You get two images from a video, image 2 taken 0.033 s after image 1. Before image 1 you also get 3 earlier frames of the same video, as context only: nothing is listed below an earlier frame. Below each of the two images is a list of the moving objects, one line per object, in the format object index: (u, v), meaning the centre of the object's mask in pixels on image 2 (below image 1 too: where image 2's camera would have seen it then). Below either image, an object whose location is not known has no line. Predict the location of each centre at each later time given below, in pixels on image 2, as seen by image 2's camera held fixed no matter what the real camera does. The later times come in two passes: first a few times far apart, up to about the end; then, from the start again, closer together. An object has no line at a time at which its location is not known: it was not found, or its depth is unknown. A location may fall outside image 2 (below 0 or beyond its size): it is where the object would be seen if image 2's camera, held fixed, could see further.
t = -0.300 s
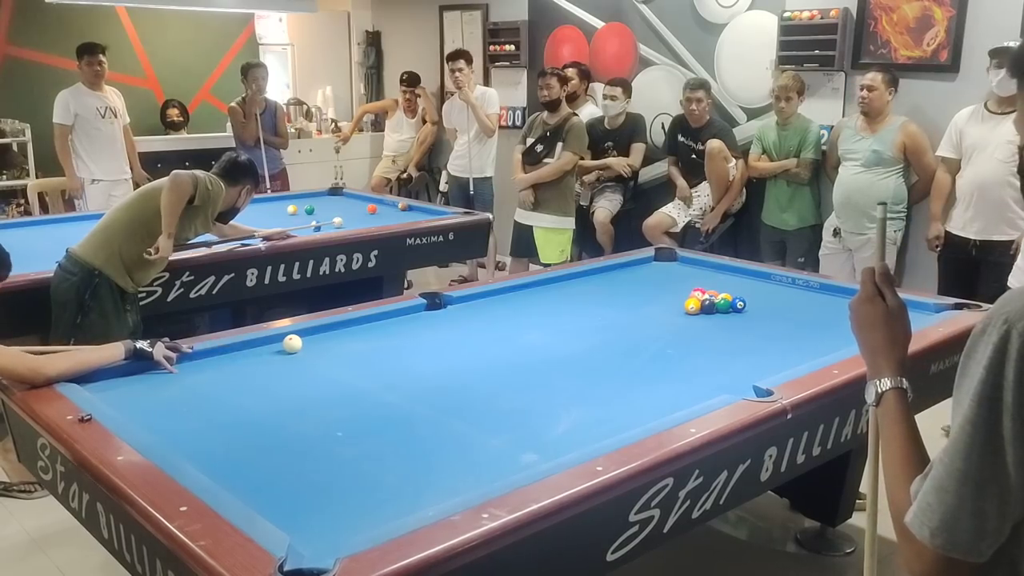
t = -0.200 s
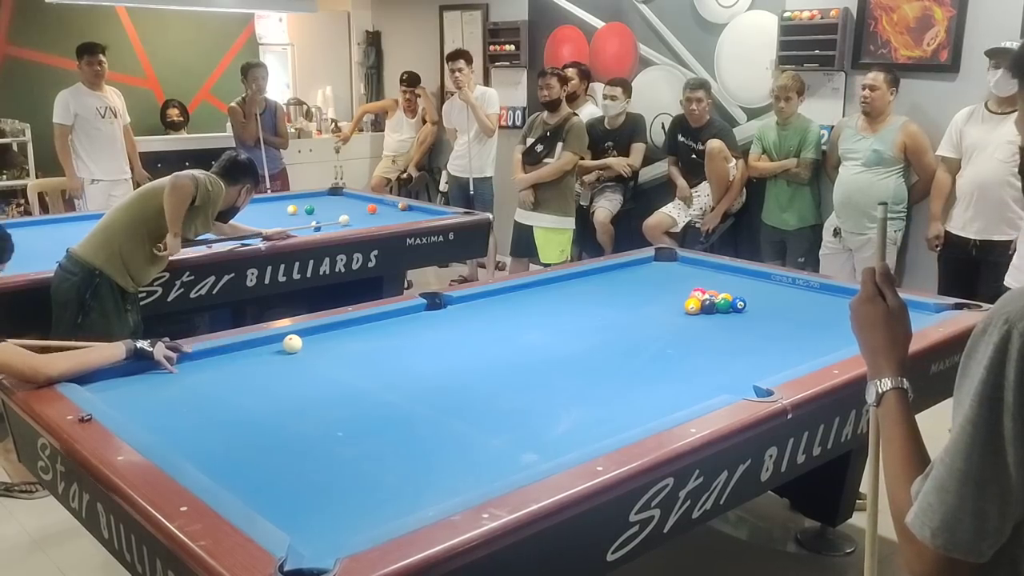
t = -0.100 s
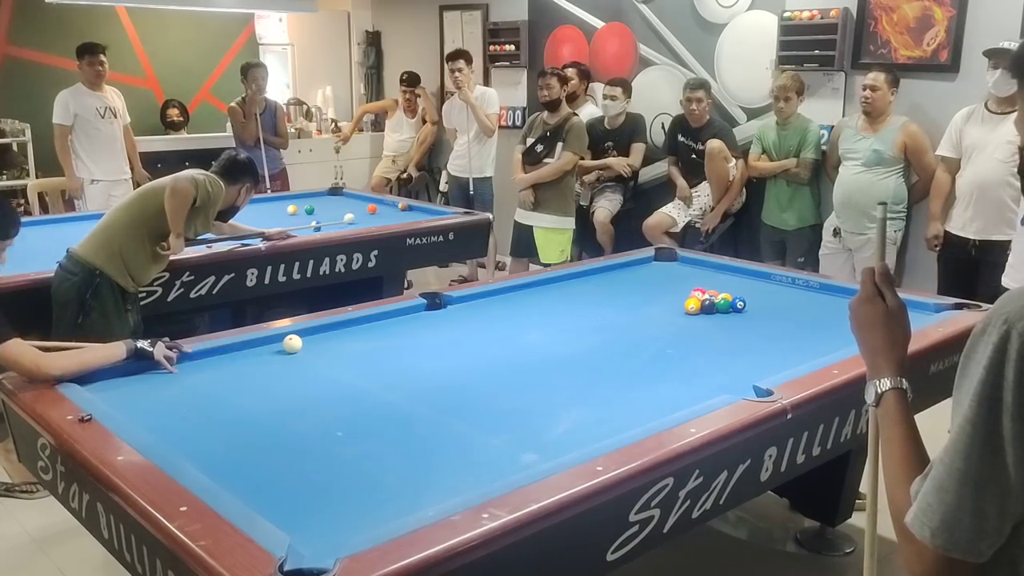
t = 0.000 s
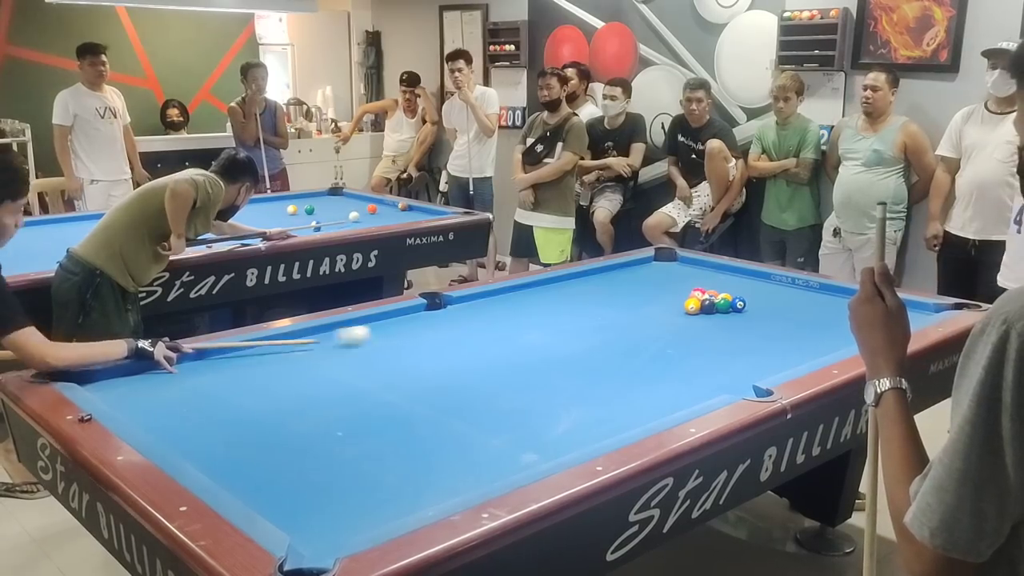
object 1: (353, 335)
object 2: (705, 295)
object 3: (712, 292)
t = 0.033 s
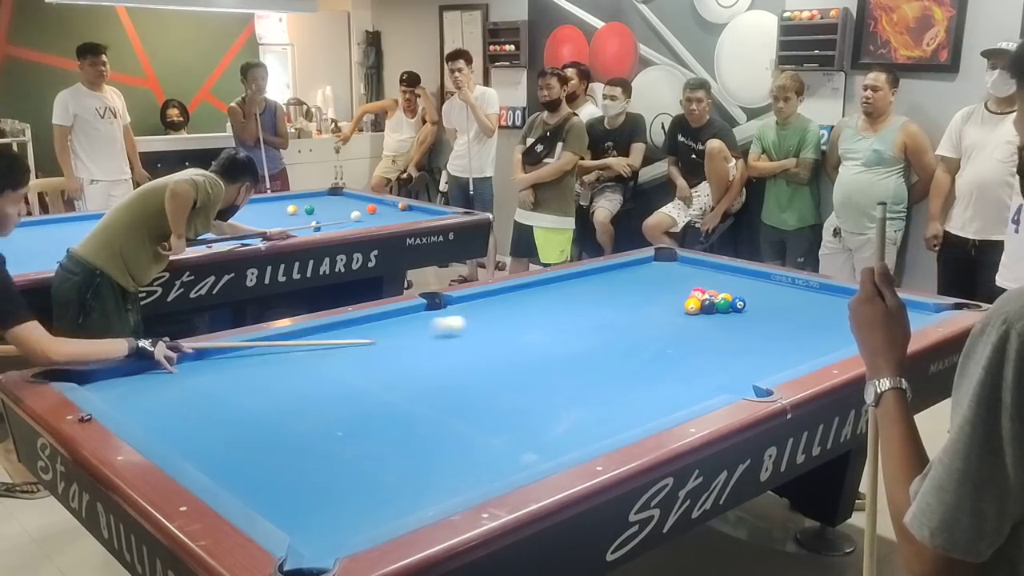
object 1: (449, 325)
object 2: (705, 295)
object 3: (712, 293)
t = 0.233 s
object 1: (661, 291)
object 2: (710, 278)
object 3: (711, 291)
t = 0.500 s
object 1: (623, 320)
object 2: (677, 269)
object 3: (712, 284)
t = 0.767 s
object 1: (608, 327)
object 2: (611, 274)
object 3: (713, 275)
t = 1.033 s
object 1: (595, 333)
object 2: (554, 281)
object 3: (713, 268)
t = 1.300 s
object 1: (582, 338)
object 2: (522, 293)
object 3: (704, 265)
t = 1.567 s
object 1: (570, 343)
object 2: (487, 307)
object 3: (688, 266)
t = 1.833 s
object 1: (559, 348)
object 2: (450, 321)
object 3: (673, 266)
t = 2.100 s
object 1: (548, 352)
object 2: (408, 338)
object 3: (659, 267)
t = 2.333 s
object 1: (540, 355)
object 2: (369, 352)
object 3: (649, 267)
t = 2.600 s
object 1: (532, 359)
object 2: (321, 371)
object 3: (638, 268)
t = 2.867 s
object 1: (525, 362)
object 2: (268, 391)
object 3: (629, 268)
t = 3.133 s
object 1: (519, 364)
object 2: (210, 414)
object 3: (622, 268)
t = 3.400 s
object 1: (514, 366)
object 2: (165, 434)
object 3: (615, 266)
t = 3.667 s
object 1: (511, 367)
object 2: (218, 431)
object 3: (608, 267)
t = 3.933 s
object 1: (510, 366)
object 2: (267, 428)
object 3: (605, 268)
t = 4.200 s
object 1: (509, 367)
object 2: (313, 426)
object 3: (604, 269)
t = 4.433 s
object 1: (510, 367)
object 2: (349, 424)
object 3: (604, 269)
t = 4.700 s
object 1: (509, 367)
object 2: (388, 422)
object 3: (604, 269)
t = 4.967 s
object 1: (509, 367)
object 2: (423, 420)
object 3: (604, 269)
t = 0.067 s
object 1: (538, 318)
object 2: (705, 295)
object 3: (712, 293)
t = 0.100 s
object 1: (622, 311)
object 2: (705, 295)
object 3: (712, 293)
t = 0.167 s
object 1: (672, 296)
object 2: (703, 288)
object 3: (712, 292)
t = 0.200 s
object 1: (666, 292)
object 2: (706, 282)
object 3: (711, 292)
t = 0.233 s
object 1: (661, 291)
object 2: (710, 278)
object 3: (711, 291)
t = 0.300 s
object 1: (649, 298)
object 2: (715, 270)
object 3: (712, 290)
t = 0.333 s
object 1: (643, 307)
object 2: (718, 267)
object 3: (712, 289)
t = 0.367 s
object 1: (637, 315)
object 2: (711, 267)
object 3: (712, 288)
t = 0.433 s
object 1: (630, 311)
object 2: (694, 268)
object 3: (712, 286)
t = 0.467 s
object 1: (626, 314)
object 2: (685, 268)
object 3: (712, 285)
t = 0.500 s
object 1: (623, 320)
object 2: (677, 269)
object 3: (712, 284)
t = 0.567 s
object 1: (618, 322)
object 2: (661, 270)
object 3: (712, 281)
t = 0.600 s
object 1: (617, 323)
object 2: (653, 271)
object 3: (712, 280)
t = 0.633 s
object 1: (615, 324)
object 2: (645, 271)
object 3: (712, 279)
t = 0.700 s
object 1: (611, 325)
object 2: (628, 273)
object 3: (713, 277)
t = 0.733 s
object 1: (610, 326)
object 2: (620, 273)
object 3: (713, 276)
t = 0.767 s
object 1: (608, 327)
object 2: (611, 274)
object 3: (713, 275)
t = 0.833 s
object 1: (605, 328)
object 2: (595, 275)
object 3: (713, 273)
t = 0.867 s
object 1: (603, 329)
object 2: (586, 276)
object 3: (713, 272)
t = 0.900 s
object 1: (601, 330)
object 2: (578, 277)
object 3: (713, 271)
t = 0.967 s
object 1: (598, 331)
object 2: (563, 279)
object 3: (713, 270)
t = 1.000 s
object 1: (597, 332)
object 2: (558, 280)
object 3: (713, 269)
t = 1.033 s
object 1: (595, 333)
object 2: (554, 281)
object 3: (713, 268)
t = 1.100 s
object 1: (592, 334)
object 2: (547, 284)
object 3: (714, 266)
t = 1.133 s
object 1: (590, 335)
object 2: (543, 286)
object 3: (714, 265)
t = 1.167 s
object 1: (588, 335)
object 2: (539, 287)
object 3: (712, 265)
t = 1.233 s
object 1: (585, 337)
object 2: (531, 290)
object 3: (708, 265)
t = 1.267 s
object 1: (584, 337)
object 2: (526, 292)
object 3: (706, 265)
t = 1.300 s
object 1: (582, 338)
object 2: (522, 293)
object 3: (704, 265)
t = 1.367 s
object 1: (579, 339)
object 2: (514, 297)
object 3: (700, 265)
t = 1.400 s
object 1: (577, 340)
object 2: (509, 298)
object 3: (698, 265)
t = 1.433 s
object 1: (576, 341)
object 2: (505, 300)
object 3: (696, 265)
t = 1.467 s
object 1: (575, 341)
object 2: (501, 302)
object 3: (694, 266)
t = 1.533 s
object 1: (571, 343)
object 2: (491, 306)
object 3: (690, 266)
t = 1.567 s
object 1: (570, 343)
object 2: (487, 307)
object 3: (688, 266)
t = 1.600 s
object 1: (568, 344)
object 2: (482, 309)
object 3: (686, 266)
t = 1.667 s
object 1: (565, 345)
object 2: (473, 313)
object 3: (682, 266)
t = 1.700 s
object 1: (564, 346)
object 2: (469, 314)
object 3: (680, 266)
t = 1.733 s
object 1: (563, 346)
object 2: (464, 316)
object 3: (678, 266)
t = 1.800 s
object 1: (561, 347)
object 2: (454, 320)
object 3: (674, 266)
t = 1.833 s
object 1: (559, 348)
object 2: (450, 321)
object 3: (673, 266)
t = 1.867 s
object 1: (557, 349)
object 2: (445, 323)
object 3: (671, 266)
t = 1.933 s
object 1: (555, 350)
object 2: (435, 327)
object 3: (668, 266)
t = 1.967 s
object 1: (553, 350)
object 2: (429, 330)
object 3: (666, 267)
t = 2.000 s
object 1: (552, 351)
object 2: (425, 331)
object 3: (664, 267)
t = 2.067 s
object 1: (549, 352)
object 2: (414, 335)
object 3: (661, 267)
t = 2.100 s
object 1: (548, 352)
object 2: (408, 338)
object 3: (659, 267)
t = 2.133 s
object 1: (547, 353)
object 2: (403, 339)
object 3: (658, 267)
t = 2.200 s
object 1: (545, 353)
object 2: (392, 344)
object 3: (655, 267)
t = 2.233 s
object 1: (543, 354)
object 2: (387, 346)
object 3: (653, 267)
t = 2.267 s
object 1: (542, 354)
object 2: (381, 348)
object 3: (652, 267)
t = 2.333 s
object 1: (540, 355)
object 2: (369, 352)
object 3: (649, 267)
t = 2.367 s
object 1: (539, 355)
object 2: (364, 354)
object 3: (647, 267)
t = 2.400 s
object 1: (538, 356)
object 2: (358, 357)
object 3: (646, 268)
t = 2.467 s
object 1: (535, 357)
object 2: (346, 361)
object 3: (643, 268)
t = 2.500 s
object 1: (534, 358)
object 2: (340, 364)
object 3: (642, 268)
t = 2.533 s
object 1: (533, 358)
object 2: (334, 366)
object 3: (640, 268)
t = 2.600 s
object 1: (532, 359)
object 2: (321, 371)
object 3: (638, 268)
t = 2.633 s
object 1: (531, 359)
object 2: (315, 373)
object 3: (637, 268)
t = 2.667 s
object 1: (530, 360)
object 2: (308, 376)
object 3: (636, 268)
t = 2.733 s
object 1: (528, 360)
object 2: (296, 381)
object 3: (633, 268)
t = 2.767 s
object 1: (527, 361)
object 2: (289, 384)
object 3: (632, 268)
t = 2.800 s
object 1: (526, 361)
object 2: (282, 386)
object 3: (631, 268)
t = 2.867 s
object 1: (525, 362)
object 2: (268, 391)
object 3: (629, 268)
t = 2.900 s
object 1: (524, 363)
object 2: (261, 394)
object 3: (628, 268)
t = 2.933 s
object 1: (523, 362)
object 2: (254, 397)
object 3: (627, 268)
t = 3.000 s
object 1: (522, 363)
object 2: (240, 402)
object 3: (625, 268)
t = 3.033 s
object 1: (521, 364)
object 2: (232, 405)
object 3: (624, 268)
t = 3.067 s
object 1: (521, 364)
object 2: (225, 408)
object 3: (623, 268)
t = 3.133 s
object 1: (519, 364)
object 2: (210, 414)
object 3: (622, 268)
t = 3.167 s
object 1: (518, 364)
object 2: (203, 417)
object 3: (621, 268)
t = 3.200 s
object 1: (518, 365)
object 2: (195, 420)
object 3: (620, 267)
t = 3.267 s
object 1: (516, 365)
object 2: (179, 426)
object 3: (619, 267)
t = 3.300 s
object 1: (516, 366)
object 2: (171, 429)
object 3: (618, 267)
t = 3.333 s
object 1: (515, 366)
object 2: (163, 432)
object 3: (617, 267)
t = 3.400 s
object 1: (514, 366)
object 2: (165, 434)
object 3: (615, 266)
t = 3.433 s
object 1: (514, 366)
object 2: (171, 434)
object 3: (614, 266)
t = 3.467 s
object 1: (513, 366)
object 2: (178, 433)
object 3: (613, 266)
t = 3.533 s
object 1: (512, 367)
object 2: (192, 433)
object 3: (611, 267)
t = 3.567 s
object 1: (512, 367)
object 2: (198, 433)
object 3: (610, 267)
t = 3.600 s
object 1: (511, 367)
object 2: (205, 432)
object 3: (609, 267)
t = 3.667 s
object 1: (511, 367)
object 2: (218, 431)
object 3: (608, 267)
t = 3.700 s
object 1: (511, 367)
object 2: (224, 431)
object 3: (607, 267)
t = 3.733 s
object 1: (511, 367)
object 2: (230, 431)
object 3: (607, 267)
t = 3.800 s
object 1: (510, 367)
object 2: (243, 430)
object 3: (606, 268)
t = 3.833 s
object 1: (510, 367)
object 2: (249, 430)
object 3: (606, 268)
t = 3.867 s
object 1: (510, 367)
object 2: (255, 429)
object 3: (605, 268)
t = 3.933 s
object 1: (510, 366)
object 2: (267, 428)
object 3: (605, 268)
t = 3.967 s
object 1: (510, 367)
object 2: (273, 428)
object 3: (605, 268)
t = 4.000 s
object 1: (509, 367)
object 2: (279, 428)
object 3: (605, 268)
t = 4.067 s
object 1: (509, 367)
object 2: (290, 427)
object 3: (604, 269)
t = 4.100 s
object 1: (509, 367)
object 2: (296, 427)
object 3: (604, 269)
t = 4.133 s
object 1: (509, 366)
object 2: (301, 427)
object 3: (604, 269)
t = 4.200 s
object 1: (509, 367)
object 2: (313, 426)
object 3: (604, 269)
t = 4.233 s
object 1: (509, 367)
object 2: (318, 425)
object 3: (604, 269)
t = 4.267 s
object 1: (509, 367)
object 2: (324, 425)
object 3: (604, 269)
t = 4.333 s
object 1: (509, 367)
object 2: (334, 425)
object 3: (604, 269)
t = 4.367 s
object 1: (509, 367)
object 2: (339, 424)
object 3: (604, 269)
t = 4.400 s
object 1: (509, 367)
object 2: (344, 424)
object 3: (604, 269)
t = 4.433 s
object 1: (510, 367)
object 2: (349, 424)
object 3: (604, 269)
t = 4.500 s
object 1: (509, 367)
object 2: (359, 423)
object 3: (604, 269)
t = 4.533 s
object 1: (509, 367)
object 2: (364, 423)
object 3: (604, 269)
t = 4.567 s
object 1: (509, 367)
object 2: (369, 423)
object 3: (604, 269)
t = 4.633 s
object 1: (509, 367)
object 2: (379, 422)
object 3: (604, 269)
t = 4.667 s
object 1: (509, 367)
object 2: (383, 422)
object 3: (604, 269)
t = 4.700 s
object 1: (509, 367)
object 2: (388, 422)
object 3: (604, 269)
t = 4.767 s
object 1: (509, 367)
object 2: (397, 421)
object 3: (604, 269)
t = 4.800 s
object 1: (509, 367)
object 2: (402, 421)
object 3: (604, 269)
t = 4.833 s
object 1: (509, 367)
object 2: (406, 421)
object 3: (604, 269)
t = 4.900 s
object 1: (509, 367)
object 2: (415, 420)
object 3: (604, 269)
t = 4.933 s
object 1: (509, 367)
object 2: (419, 420)
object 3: (604, 269)
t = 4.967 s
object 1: (509, 367)
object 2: (423, 420)
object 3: (604, 269)
